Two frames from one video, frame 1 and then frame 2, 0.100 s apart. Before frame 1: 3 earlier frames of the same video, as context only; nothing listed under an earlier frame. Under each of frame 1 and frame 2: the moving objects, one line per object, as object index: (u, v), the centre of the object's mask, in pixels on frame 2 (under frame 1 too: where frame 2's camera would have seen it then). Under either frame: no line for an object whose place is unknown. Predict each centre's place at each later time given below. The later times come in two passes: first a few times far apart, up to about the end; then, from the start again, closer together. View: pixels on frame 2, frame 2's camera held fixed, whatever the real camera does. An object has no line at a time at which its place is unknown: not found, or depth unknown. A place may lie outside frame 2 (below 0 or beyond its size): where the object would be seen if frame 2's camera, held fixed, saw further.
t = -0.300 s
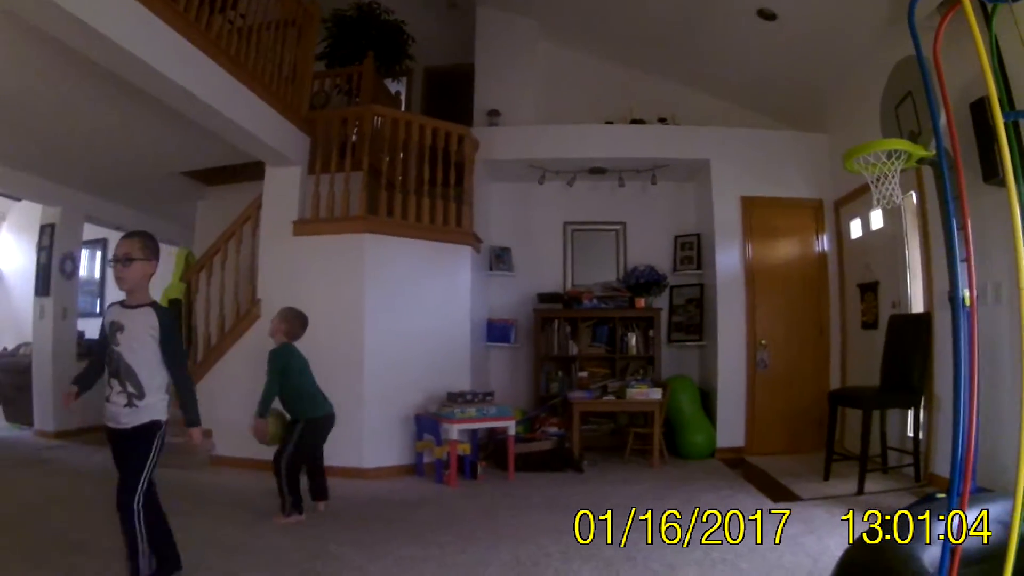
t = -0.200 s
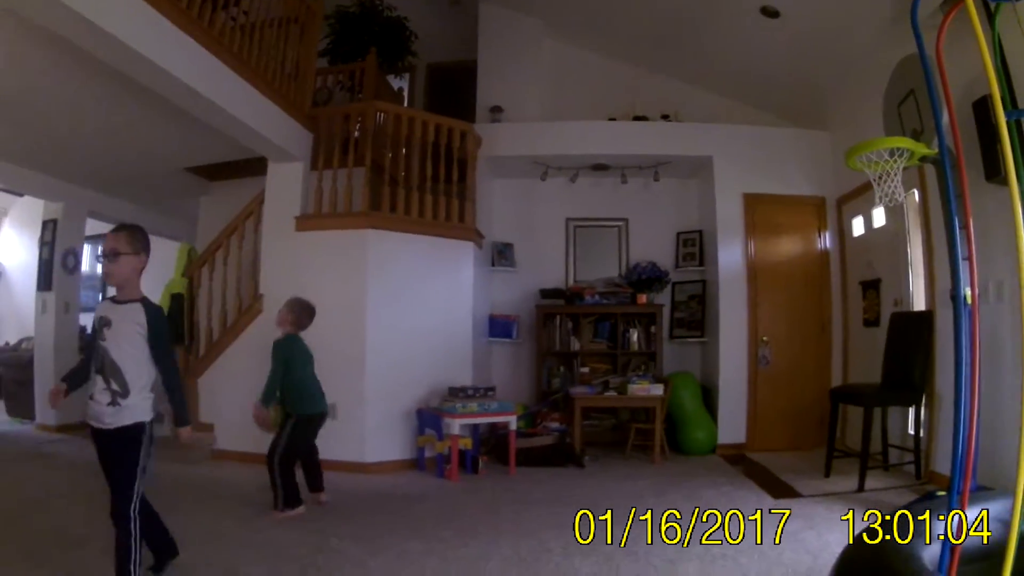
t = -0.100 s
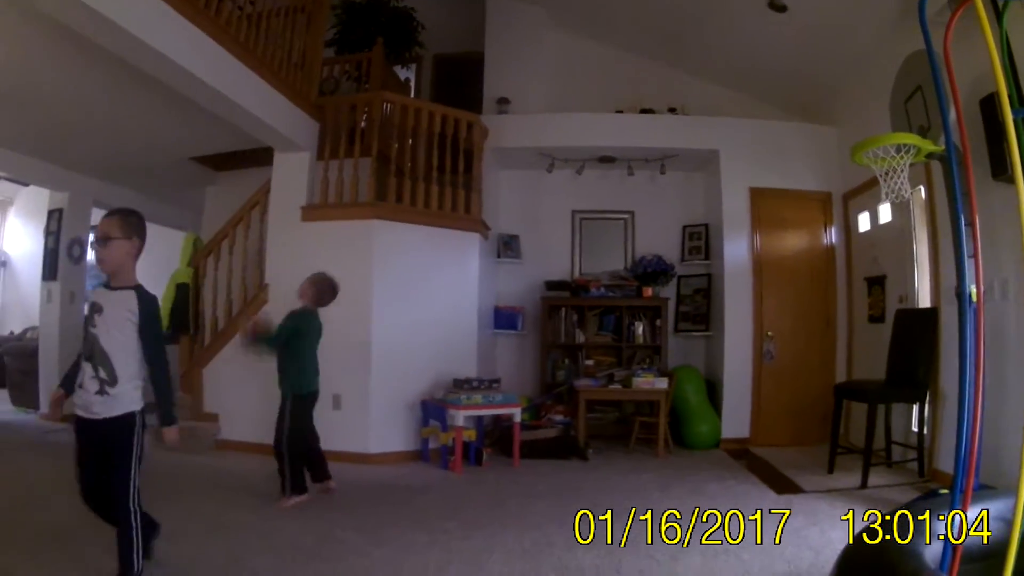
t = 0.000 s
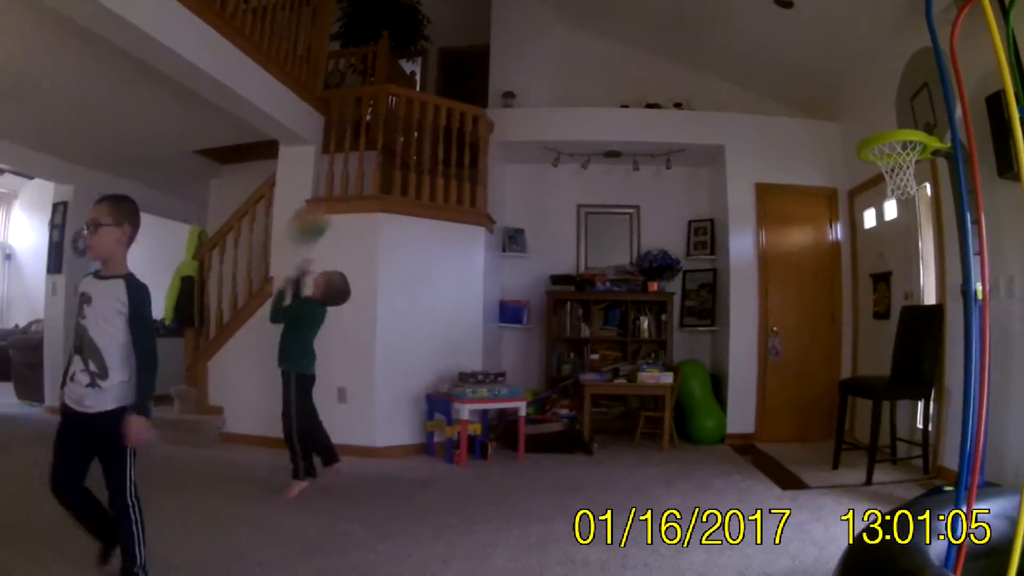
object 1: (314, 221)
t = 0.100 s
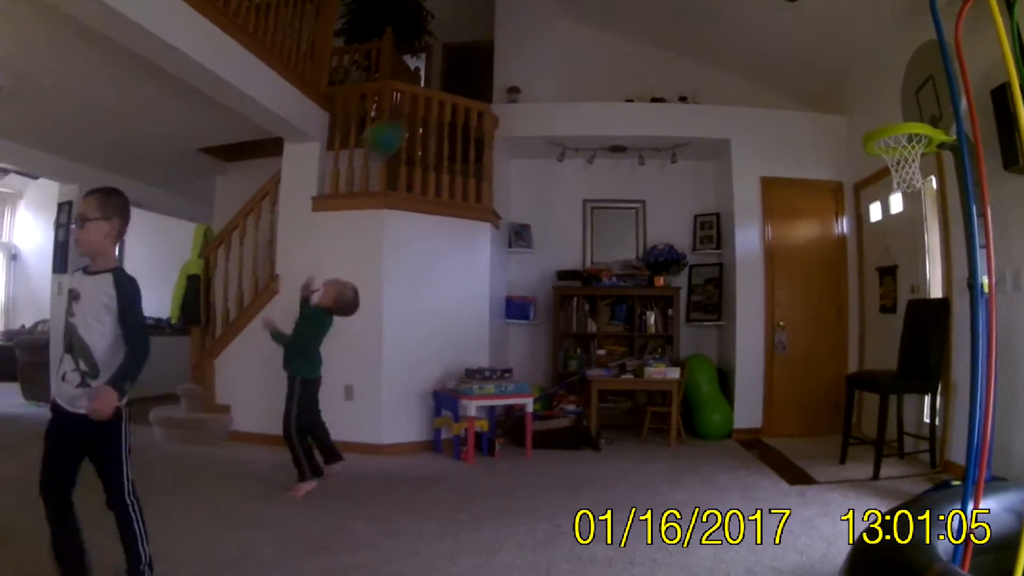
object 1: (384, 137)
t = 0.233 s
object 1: (473, 63)
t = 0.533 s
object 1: (665, 7)
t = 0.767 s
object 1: (806, 63)
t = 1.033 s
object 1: (955, 248)
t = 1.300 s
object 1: (852, 451)
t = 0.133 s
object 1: (408, 117)
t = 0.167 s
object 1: (431, 97)
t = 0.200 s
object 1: (456, 77)
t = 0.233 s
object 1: (473, 63)
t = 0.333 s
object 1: (540, 26)
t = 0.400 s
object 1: (587, 13)
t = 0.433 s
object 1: (606, 8)
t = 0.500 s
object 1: (646, 6)
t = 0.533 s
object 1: (665, 7)
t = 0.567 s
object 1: (687, 9)
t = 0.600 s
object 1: (707, 13)
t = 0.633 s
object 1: (727, 19)
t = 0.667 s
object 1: (747, 28)
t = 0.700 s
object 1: (767, 38)
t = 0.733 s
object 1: (787, 49)
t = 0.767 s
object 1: (806, 63)
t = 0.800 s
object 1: (827, 78)
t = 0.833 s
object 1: (845, 99)
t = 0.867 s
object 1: (864, 119)
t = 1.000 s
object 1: (940, 219)
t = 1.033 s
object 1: (955, 248)
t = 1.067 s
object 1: (958, 270)
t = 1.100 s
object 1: (949, 289)
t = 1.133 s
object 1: (933, 315)
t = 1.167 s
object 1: (920, 336)
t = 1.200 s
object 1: (906, 361)
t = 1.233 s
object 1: (888, 389)
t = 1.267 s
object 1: (870, 419)
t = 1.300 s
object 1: (852, 451)
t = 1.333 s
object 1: (834, 475)
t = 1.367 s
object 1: (821, 454)
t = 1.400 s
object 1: (808, 432)
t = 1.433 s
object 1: (794, 411)
